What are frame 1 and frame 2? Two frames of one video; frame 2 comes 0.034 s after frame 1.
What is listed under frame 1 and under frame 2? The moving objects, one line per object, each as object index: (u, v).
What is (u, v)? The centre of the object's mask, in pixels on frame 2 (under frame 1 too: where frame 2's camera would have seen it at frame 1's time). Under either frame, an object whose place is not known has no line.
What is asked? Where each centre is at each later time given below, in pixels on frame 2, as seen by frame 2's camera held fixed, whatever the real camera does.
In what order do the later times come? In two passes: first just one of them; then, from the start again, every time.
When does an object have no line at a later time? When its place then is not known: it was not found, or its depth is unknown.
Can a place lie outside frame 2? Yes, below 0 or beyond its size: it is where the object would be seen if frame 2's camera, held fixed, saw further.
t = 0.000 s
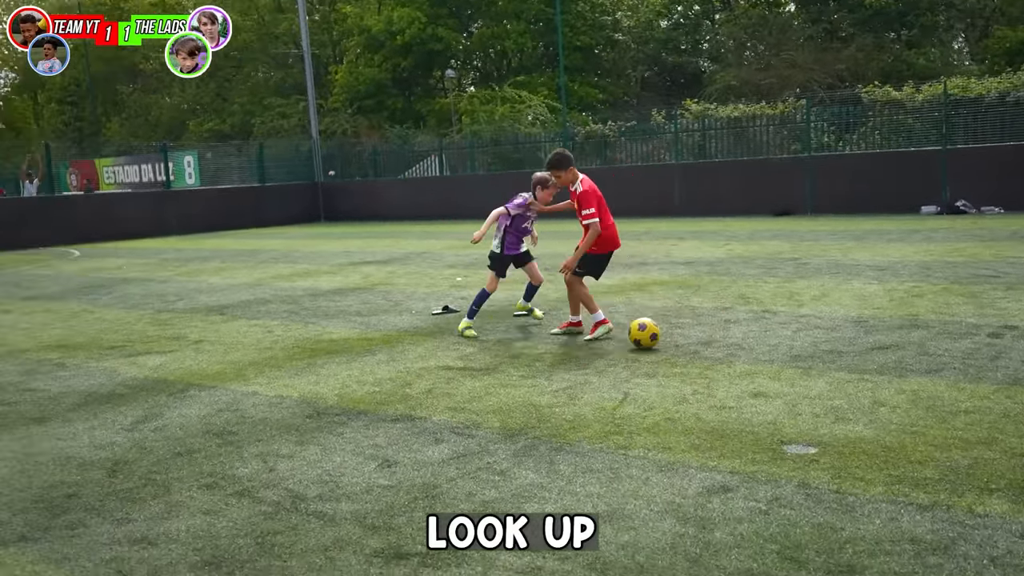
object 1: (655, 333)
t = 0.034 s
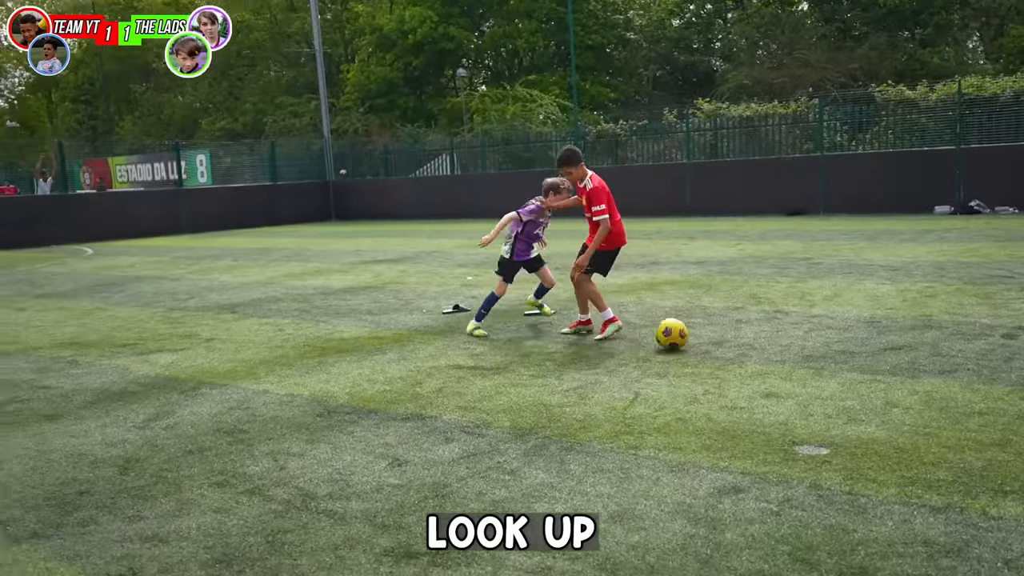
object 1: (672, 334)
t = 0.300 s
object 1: (792, 344)
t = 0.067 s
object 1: (687, 335)
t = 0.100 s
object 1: (703, 336)
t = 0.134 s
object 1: (718, 338)
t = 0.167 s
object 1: (733, 339)
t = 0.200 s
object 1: (747, 341)
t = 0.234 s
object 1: (763, 342)
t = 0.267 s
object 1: (777, 343)
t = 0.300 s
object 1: (792, 344)
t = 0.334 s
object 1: (808, 346)
